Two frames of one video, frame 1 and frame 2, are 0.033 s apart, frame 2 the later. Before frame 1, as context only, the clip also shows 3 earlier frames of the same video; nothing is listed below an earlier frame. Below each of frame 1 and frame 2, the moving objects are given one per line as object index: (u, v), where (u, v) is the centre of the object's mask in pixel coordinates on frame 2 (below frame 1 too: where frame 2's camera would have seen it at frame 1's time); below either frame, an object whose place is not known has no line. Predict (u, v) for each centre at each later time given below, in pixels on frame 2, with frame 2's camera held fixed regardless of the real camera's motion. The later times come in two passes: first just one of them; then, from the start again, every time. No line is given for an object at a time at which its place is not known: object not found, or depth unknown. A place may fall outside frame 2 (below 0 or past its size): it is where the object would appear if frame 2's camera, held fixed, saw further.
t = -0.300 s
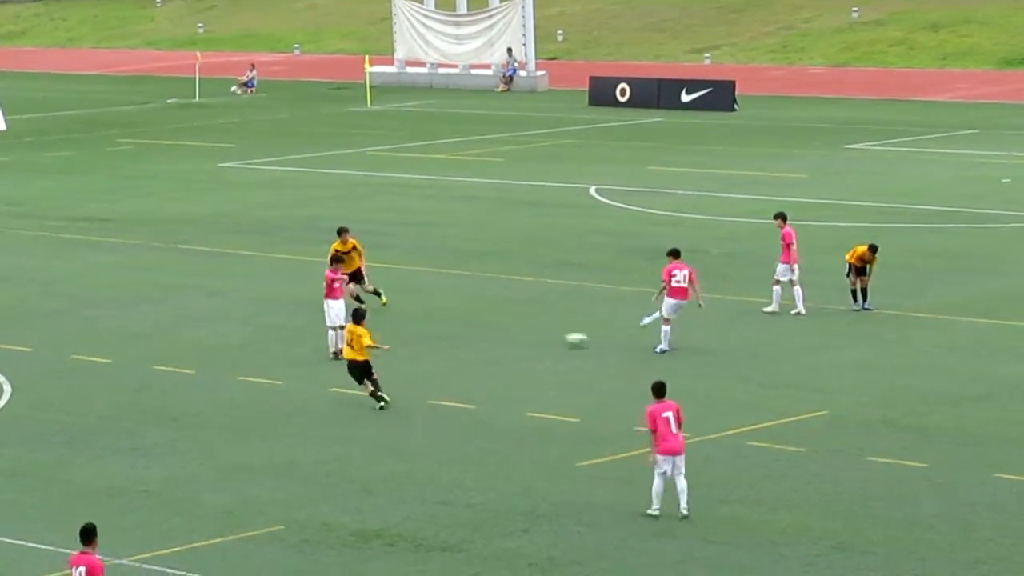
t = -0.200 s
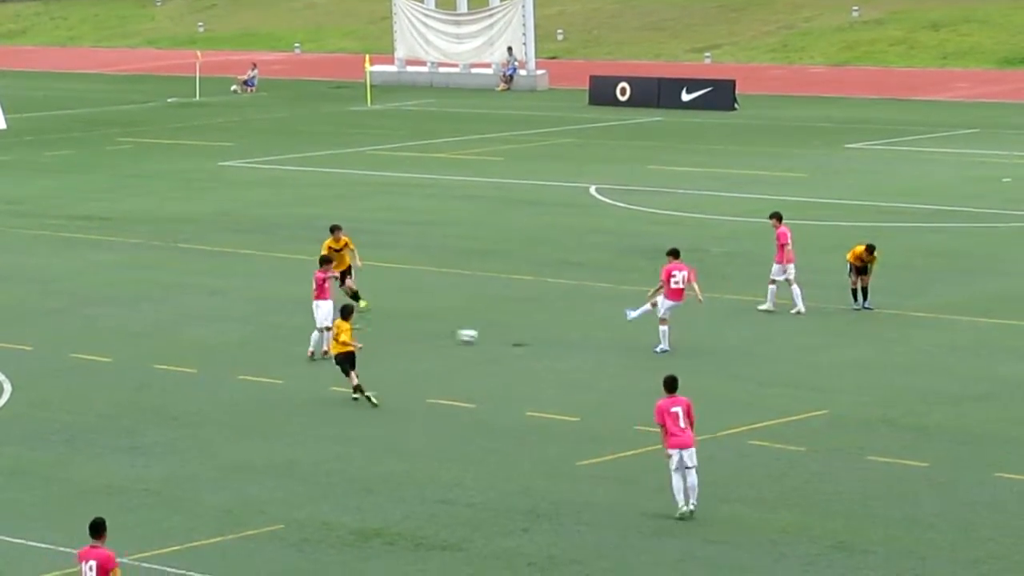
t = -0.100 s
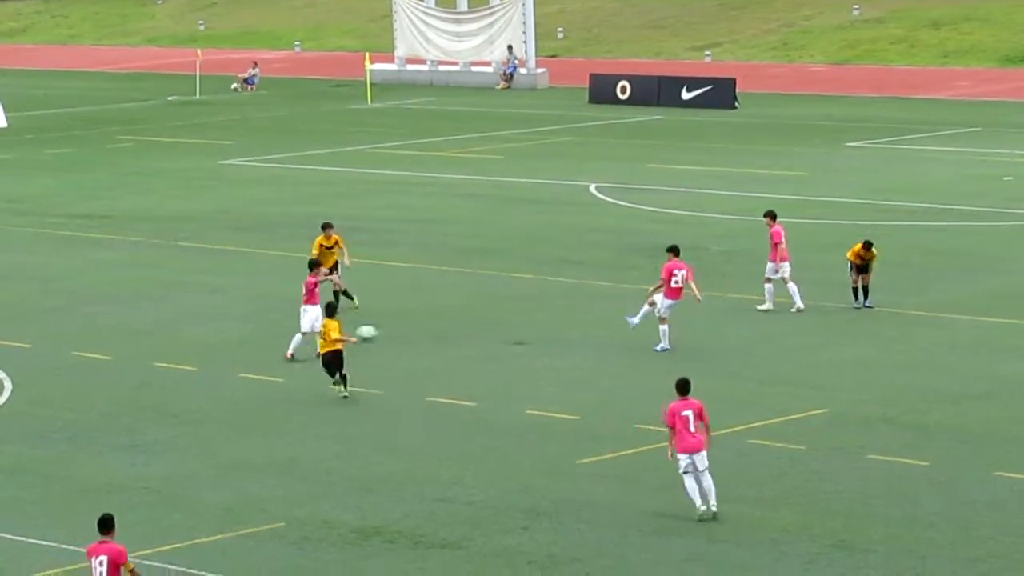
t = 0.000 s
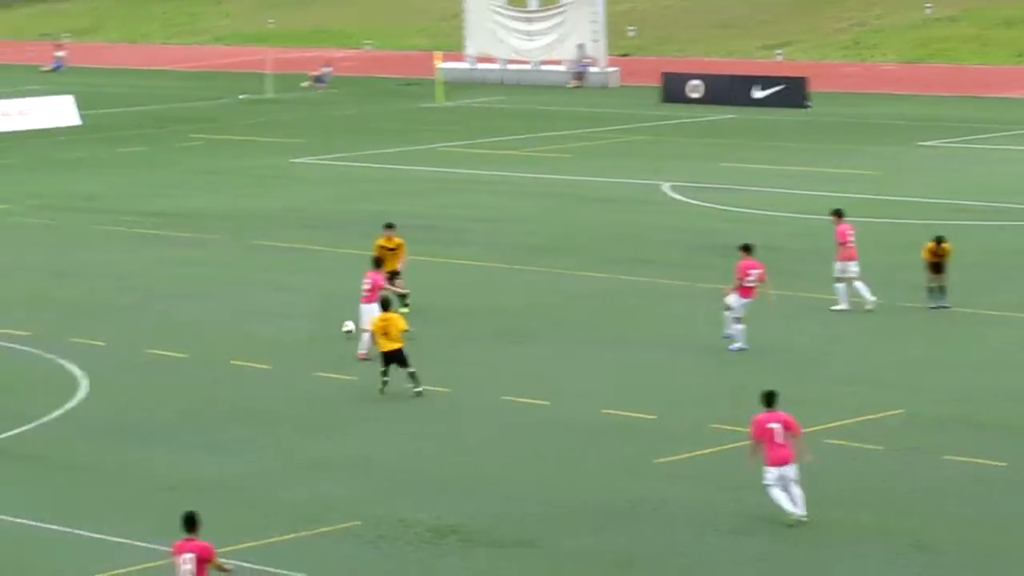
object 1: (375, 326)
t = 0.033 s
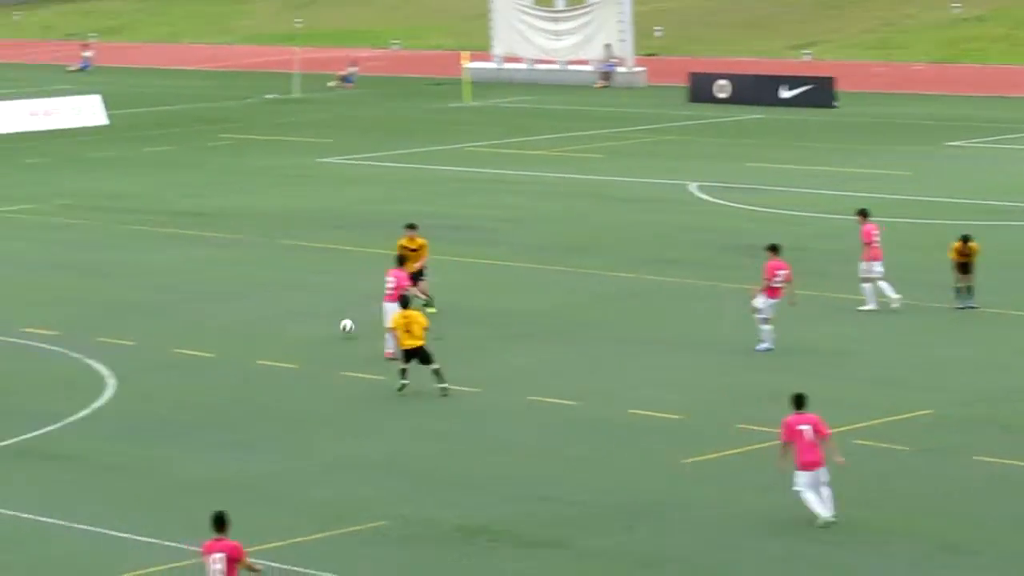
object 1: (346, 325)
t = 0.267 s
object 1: (161, 323)
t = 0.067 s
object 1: (318, 325)
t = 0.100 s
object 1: (289, 325)
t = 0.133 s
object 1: (261, 327)
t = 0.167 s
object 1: (233, 329)
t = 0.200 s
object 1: (209, 327)
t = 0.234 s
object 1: (183, 322)
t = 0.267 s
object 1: (161, 323)
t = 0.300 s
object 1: (138, 323)
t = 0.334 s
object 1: (114, 324)
